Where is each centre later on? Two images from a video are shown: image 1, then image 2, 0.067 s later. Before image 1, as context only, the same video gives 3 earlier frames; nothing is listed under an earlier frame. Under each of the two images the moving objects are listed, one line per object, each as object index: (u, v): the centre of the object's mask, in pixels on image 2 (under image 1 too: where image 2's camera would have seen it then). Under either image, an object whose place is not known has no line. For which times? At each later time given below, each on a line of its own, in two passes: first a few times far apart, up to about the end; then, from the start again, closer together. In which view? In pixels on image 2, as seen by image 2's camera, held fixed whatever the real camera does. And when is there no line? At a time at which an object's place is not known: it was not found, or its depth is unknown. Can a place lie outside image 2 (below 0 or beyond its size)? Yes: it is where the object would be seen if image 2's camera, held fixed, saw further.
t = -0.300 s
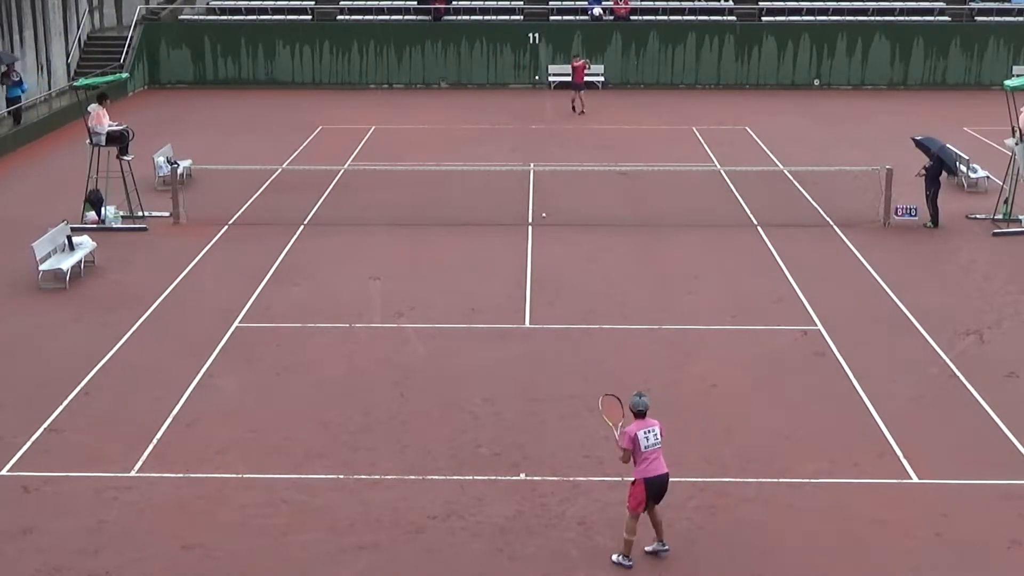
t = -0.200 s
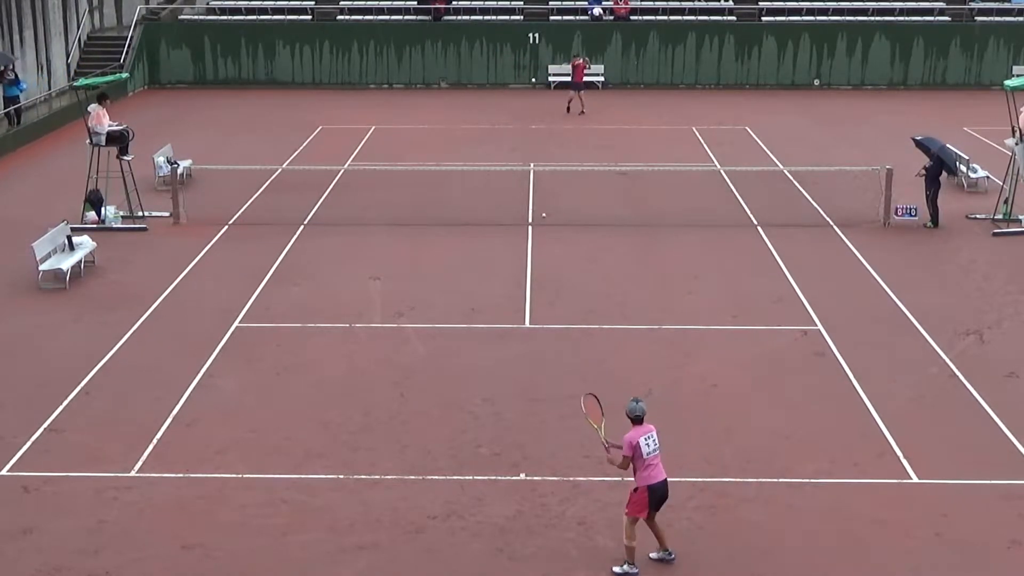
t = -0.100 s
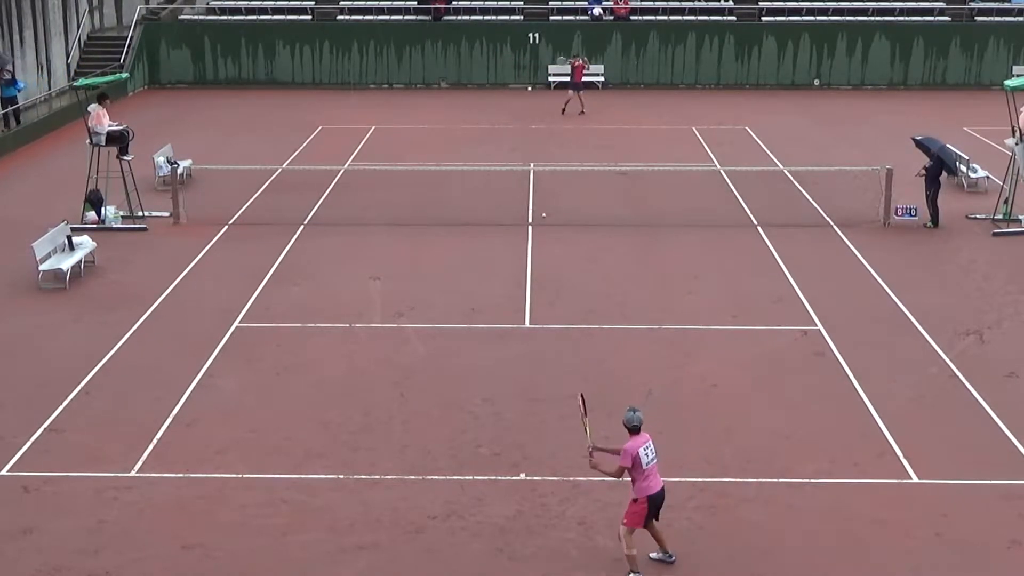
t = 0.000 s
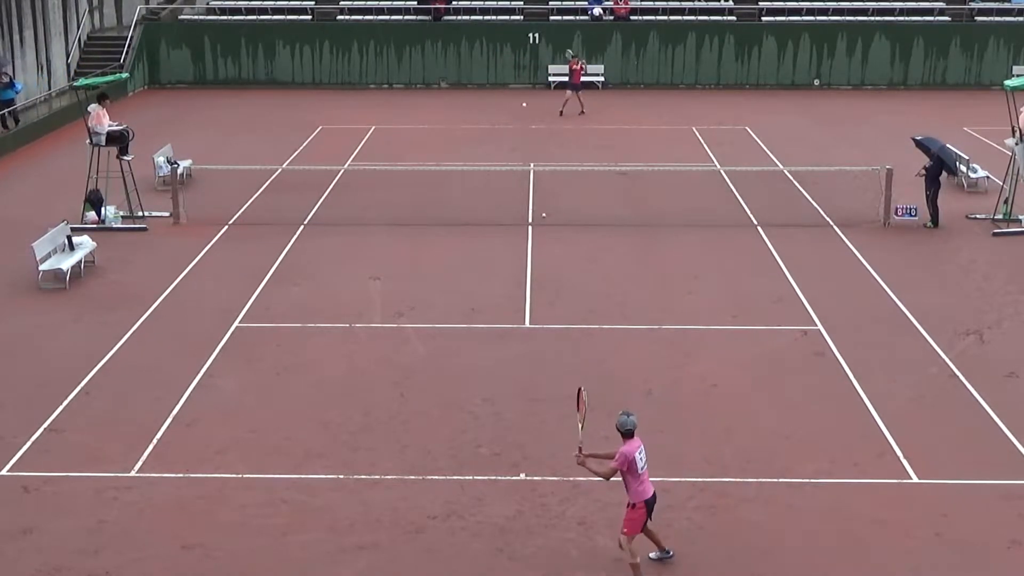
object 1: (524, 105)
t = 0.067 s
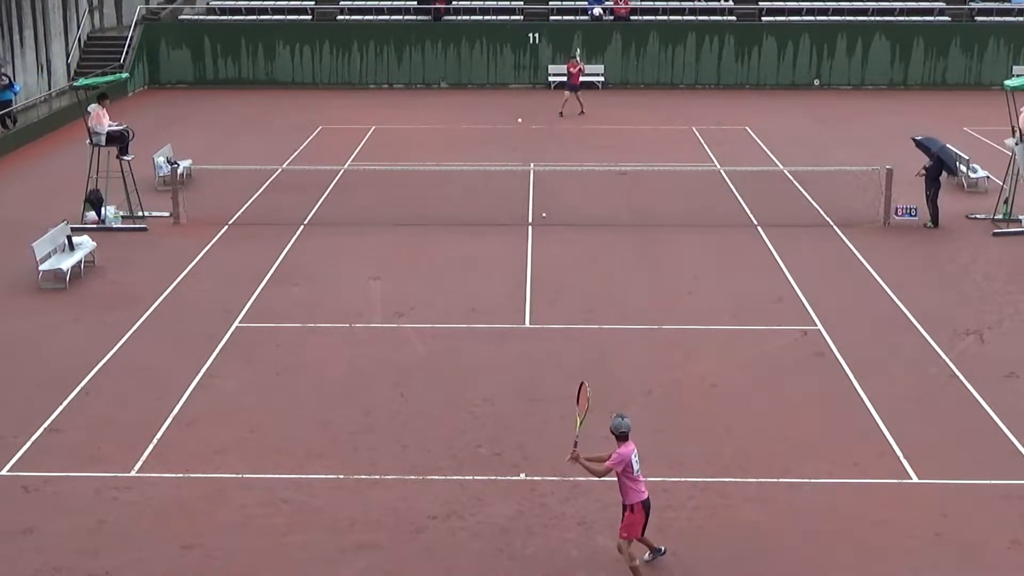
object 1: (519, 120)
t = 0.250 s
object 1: (502, 187)
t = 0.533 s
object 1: (459, 388)
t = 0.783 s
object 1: (425, 456)
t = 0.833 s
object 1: (418, 467)
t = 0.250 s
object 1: (502, 187)
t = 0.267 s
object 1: (500, 195)
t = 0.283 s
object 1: (498, 205)
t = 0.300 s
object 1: (496, 213)
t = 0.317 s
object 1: (494, 223)
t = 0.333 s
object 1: (491, 232)
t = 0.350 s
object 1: (489, 243)
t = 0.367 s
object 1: (487, 253)
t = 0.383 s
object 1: (484, 265)
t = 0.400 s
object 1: (482, 277)
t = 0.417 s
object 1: (479, 288)
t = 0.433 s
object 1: (476, 301)
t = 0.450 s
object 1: (474, 314)
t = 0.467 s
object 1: (471, 328)
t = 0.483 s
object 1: (468, 342)
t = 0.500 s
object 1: (465, 357)
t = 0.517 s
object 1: (462, 372)
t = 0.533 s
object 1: (459, 388)
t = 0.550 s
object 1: (456, 405)
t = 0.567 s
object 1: (453, 422)
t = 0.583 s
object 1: (450, 440)
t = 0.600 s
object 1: (448, 443)
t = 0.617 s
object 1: (446, 443)
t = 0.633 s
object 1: (444, 443)
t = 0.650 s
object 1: (443, 443)
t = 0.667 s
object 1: (440, 444)
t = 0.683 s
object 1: (438, 444)
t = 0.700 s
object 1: (436, 445)
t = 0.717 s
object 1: (434, 447)
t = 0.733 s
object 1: (432, 448)
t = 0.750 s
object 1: (430, 450)
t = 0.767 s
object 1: (428, 453)
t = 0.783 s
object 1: (425, 456)
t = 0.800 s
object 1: (423, 459)
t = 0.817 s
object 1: (421, 463)
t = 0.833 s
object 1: (418, 467)
